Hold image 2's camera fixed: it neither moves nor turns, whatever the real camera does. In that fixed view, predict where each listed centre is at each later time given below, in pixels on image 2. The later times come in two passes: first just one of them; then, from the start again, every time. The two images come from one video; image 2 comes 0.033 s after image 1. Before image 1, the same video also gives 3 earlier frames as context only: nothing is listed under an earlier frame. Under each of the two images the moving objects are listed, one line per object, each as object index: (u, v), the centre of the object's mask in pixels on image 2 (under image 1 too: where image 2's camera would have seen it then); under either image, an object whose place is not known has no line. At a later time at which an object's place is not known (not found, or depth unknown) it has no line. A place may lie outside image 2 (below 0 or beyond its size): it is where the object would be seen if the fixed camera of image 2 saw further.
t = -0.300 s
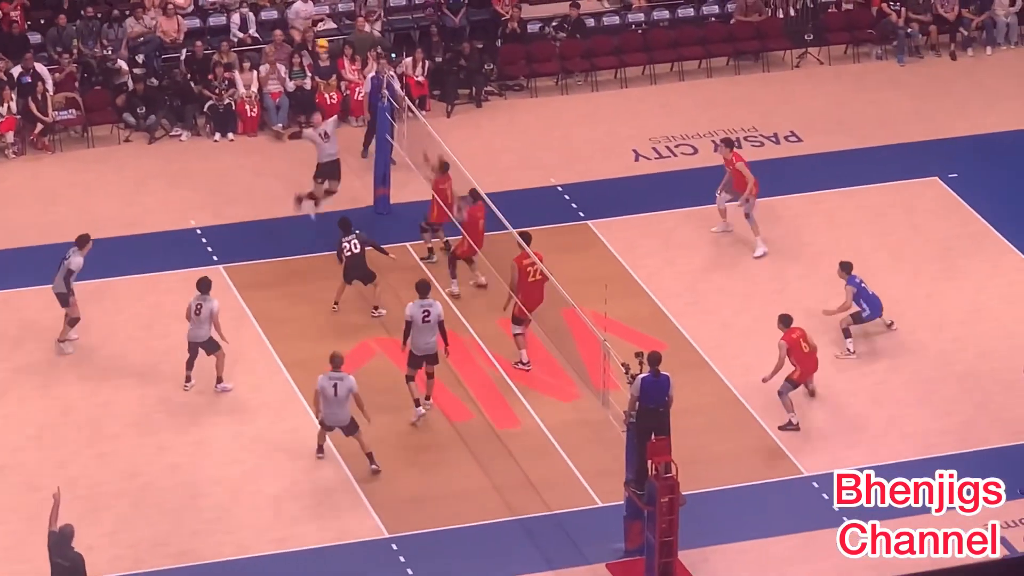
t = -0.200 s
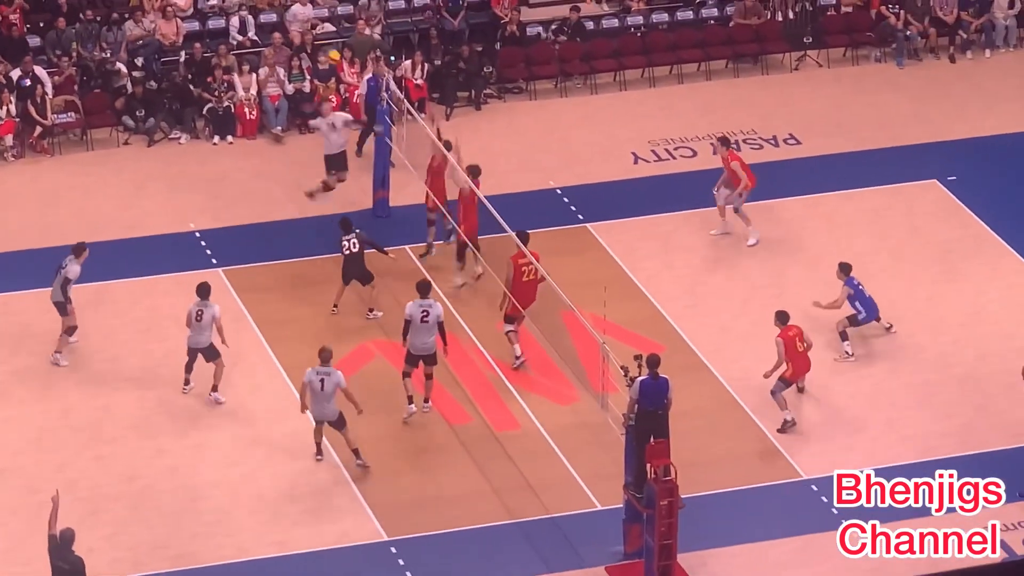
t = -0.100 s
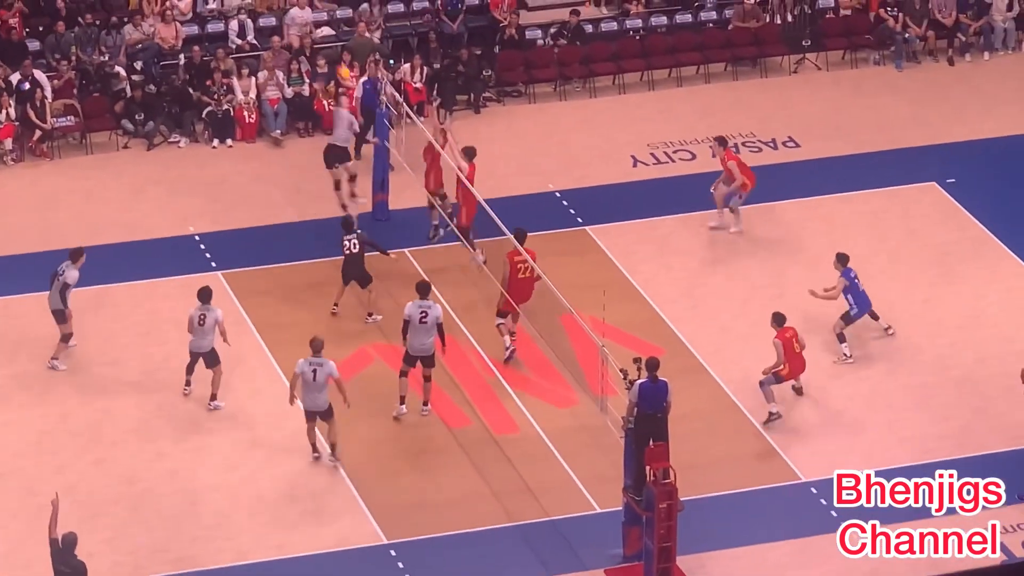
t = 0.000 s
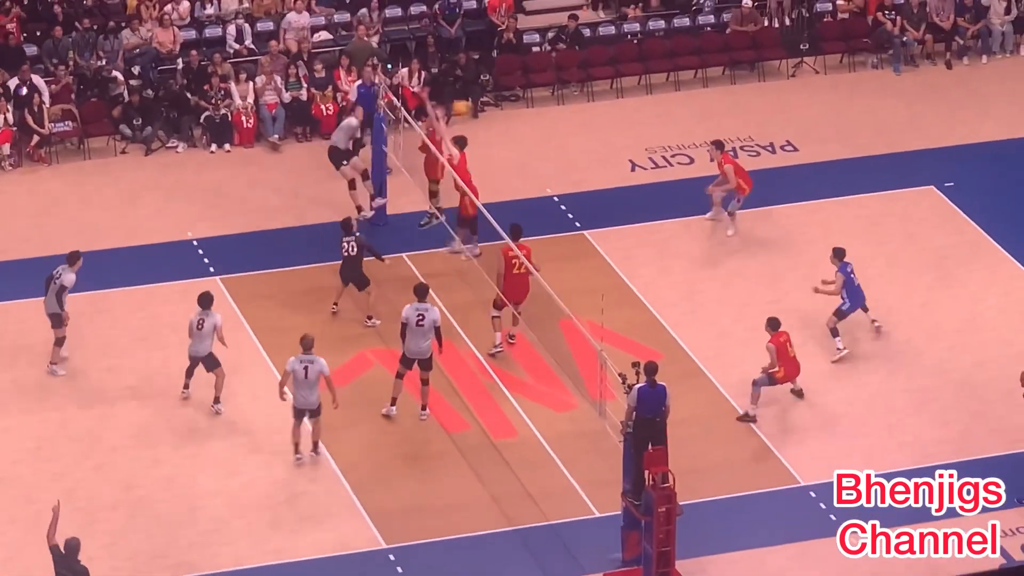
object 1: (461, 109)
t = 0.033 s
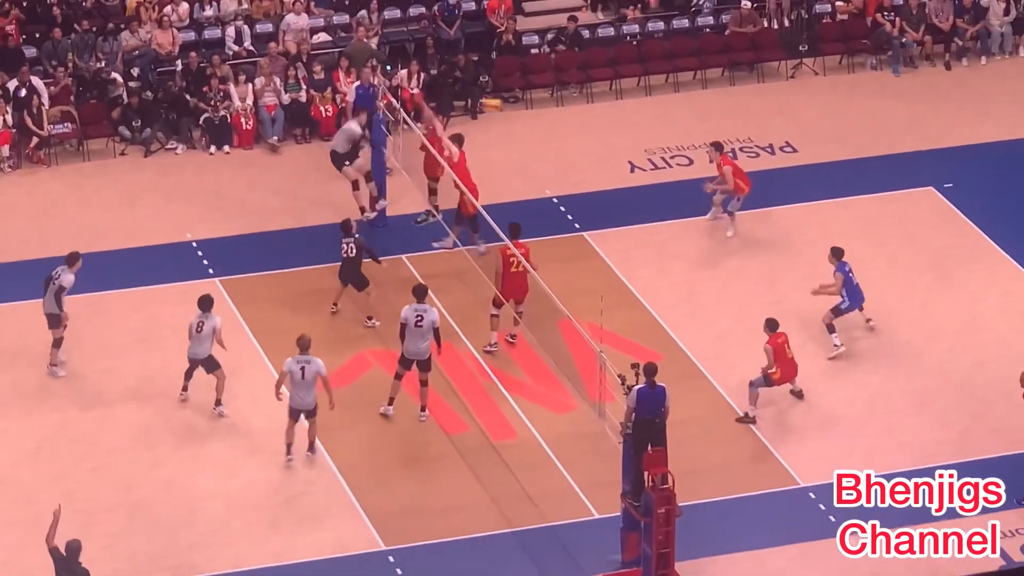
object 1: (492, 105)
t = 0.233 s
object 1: (672, 100)
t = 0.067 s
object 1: (522, 102)
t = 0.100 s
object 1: (553, 99)
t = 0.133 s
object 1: (583, 98)
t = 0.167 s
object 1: (613, 98)
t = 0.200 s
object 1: (642, 99)
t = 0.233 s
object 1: (672, 100)
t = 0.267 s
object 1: (702, 104)
